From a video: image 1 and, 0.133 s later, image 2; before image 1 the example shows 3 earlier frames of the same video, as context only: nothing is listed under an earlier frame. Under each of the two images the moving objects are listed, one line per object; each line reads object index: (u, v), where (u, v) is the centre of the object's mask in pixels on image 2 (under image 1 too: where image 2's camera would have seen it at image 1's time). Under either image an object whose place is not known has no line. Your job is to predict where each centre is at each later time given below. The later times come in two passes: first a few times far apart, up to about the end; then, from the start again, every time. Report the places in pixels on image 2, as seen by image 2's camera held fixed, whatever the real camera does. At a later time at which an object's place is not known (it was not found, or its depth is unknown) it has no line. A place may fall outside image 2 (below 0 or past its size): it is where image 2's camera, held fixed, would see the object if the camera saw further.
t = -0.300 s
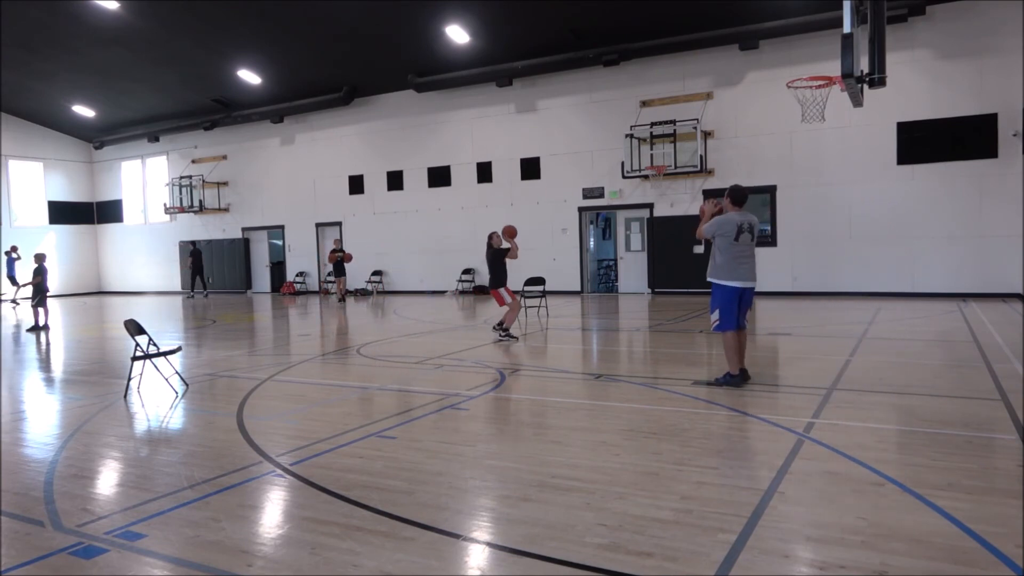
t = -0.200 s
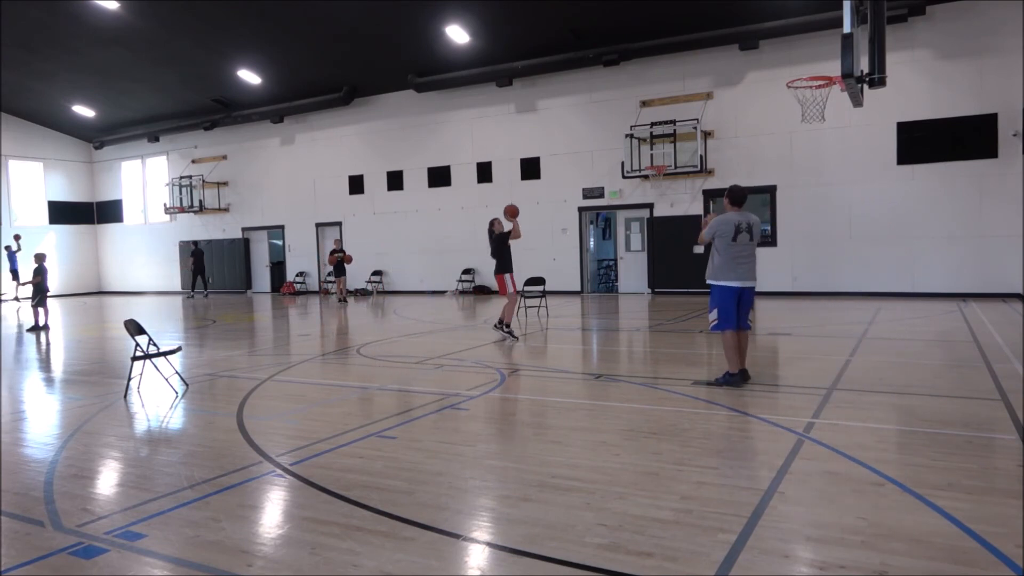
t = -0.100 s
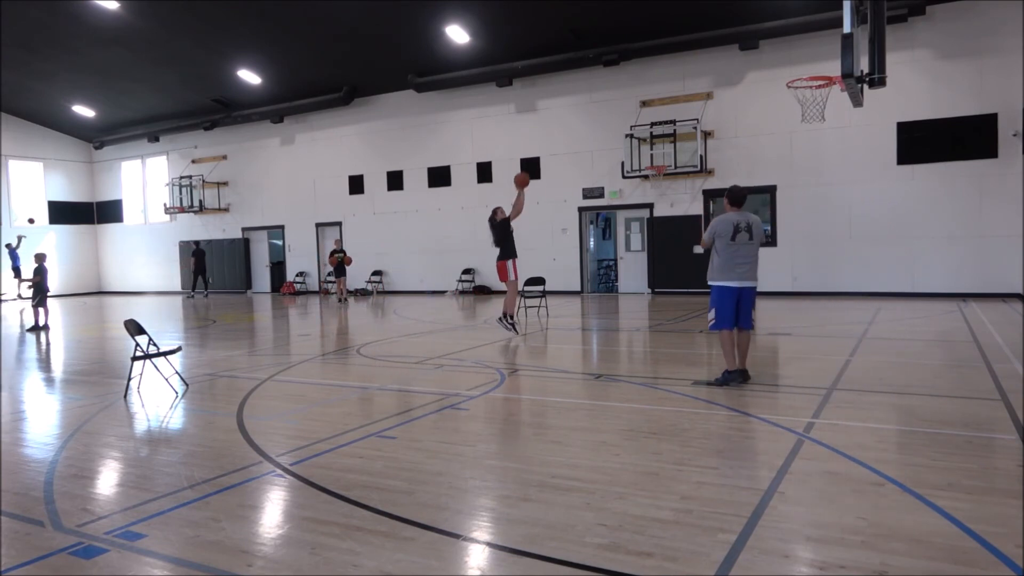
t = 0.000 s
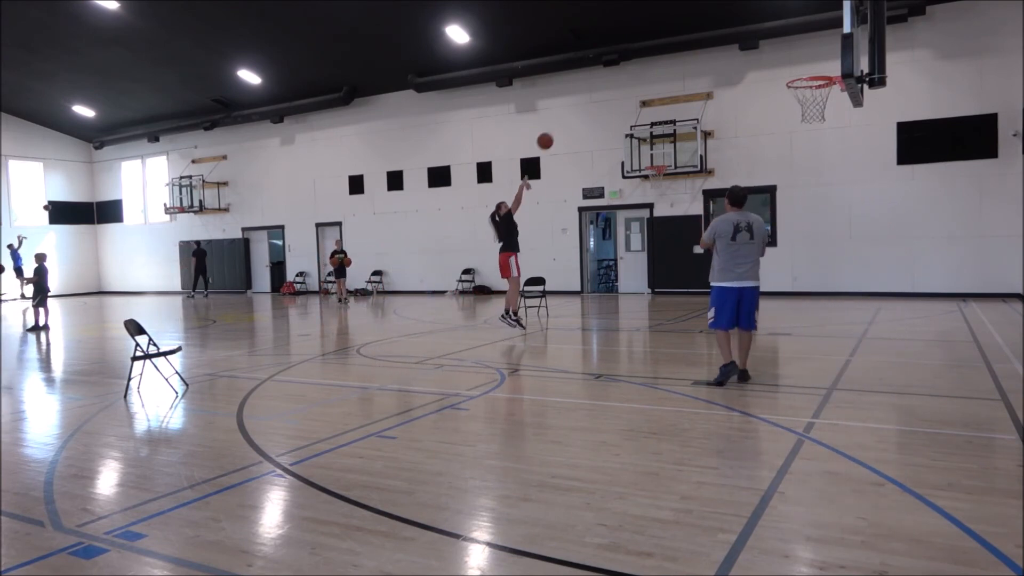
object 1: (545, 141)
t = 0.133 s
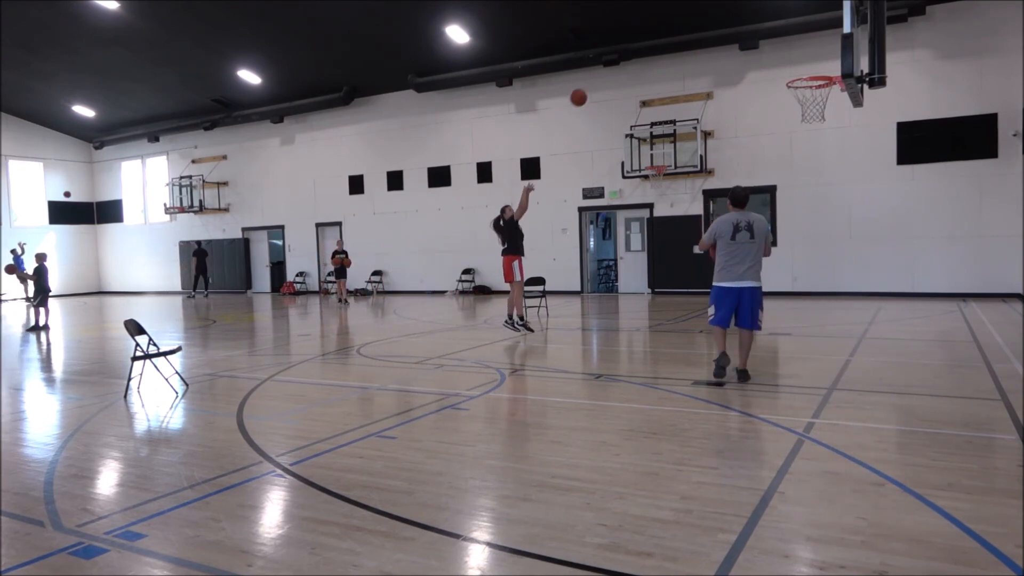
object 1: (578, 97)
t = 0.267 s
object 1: (614, 64)
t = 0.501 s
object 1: (684, 35)
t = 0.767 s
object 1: (775, 55)
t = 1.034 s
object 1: (829, 120)
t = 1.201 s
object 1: (833, 177)
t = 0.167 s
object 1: (587, 88)
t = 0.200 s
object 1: (596, 80)
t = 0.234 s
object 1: (605, 71)
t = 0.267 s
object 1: (614, 64)
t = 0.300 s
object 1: (623, 57)
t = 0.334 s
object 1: (633, 51)
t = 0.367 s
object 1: (643, 47)
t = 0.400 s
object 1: (653, 43)
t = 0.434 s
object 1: (663, 39)
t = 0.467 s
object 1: (673, 37)
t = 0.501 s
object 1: (684, 35)
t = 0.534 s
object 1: (694, 34)
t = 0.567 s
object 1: (705, 34)
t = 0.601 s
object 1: (716, 35)
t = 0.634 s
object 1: (727, 37)
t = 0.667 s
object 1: (739, 40)
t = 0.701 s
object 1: (750, 44)
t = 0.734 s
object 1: (762, 48)
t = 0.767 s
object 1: (775, 55)
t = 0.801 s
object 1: (787, 62)
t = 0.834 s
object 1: (799, 69)
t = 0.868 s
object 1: (812, 79)
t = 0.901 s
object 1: (822, 90)
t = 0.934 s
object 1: (826, 99)
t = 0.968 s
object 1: (828, 105)
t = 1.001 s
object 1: (828, 112)
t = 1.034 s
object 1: (829, 120)
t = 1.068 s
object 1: (830, 129)
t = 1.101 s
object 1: (831, 140)
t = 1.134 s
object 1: (831, 151)
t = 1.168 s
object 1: (832, 163)
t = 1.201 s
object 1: (833, 177)
